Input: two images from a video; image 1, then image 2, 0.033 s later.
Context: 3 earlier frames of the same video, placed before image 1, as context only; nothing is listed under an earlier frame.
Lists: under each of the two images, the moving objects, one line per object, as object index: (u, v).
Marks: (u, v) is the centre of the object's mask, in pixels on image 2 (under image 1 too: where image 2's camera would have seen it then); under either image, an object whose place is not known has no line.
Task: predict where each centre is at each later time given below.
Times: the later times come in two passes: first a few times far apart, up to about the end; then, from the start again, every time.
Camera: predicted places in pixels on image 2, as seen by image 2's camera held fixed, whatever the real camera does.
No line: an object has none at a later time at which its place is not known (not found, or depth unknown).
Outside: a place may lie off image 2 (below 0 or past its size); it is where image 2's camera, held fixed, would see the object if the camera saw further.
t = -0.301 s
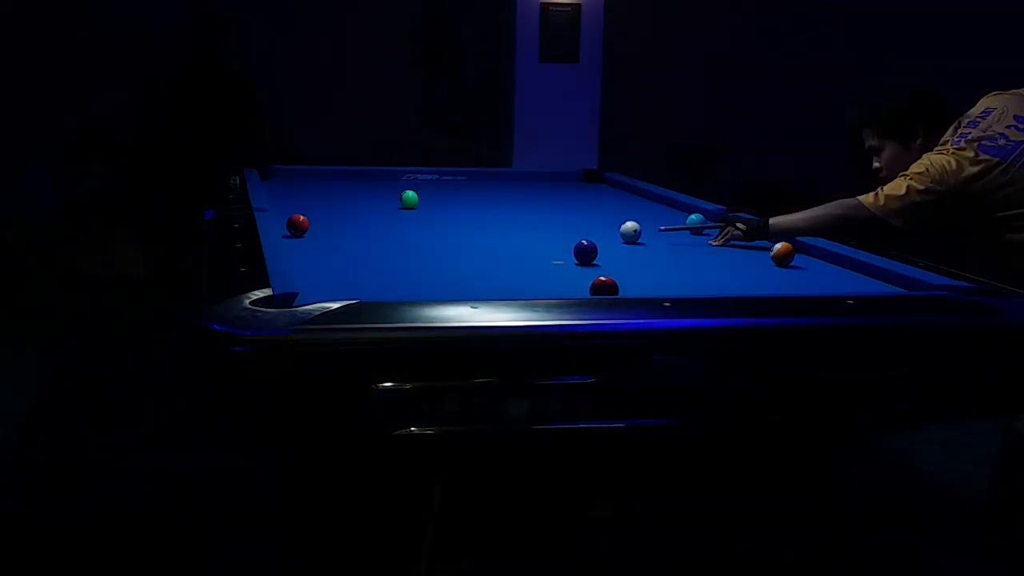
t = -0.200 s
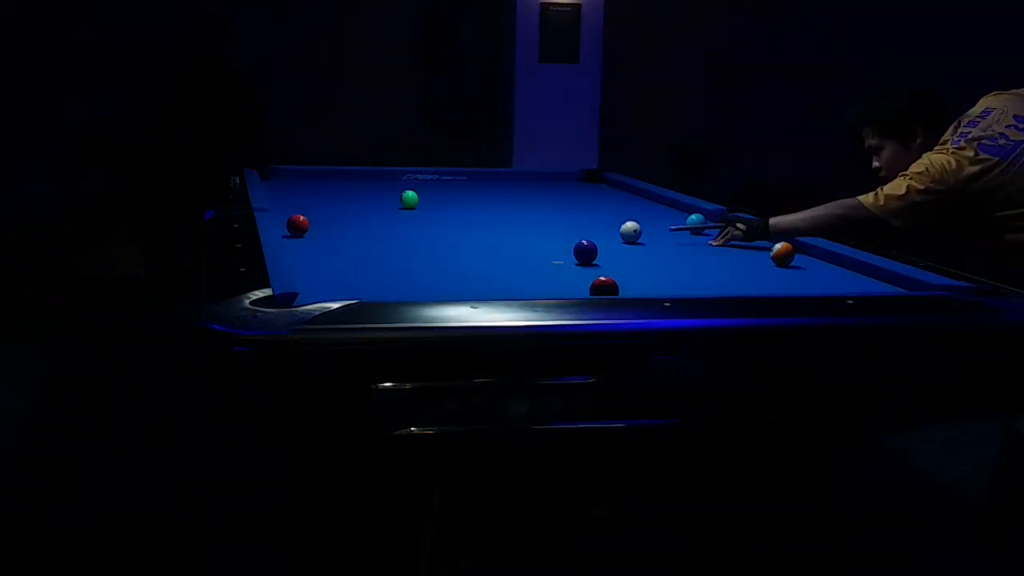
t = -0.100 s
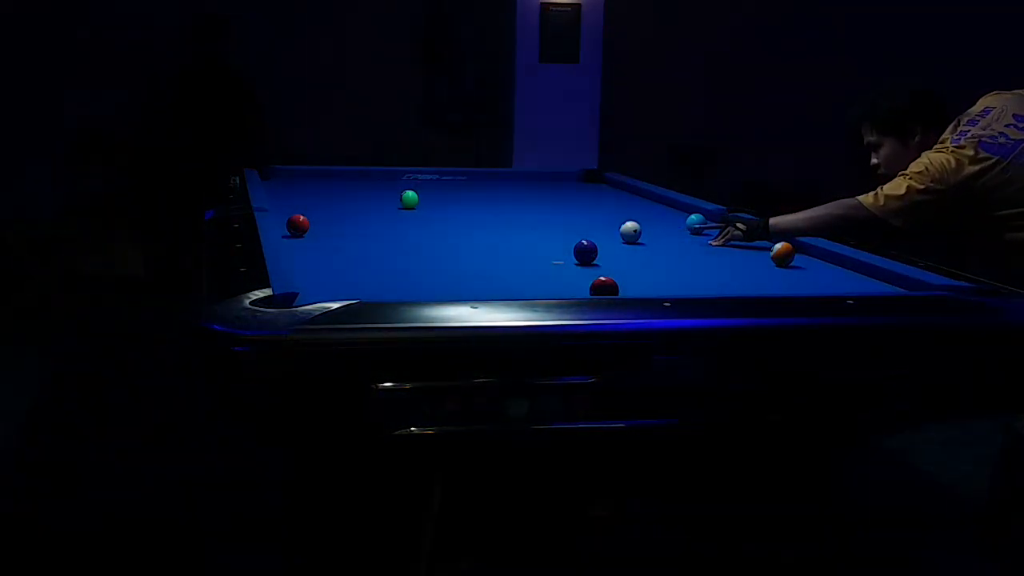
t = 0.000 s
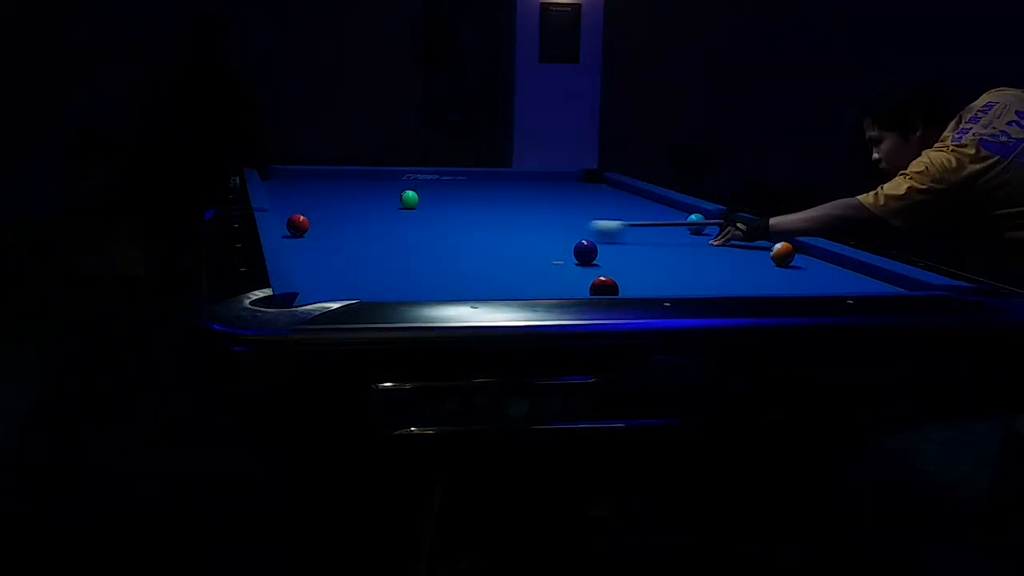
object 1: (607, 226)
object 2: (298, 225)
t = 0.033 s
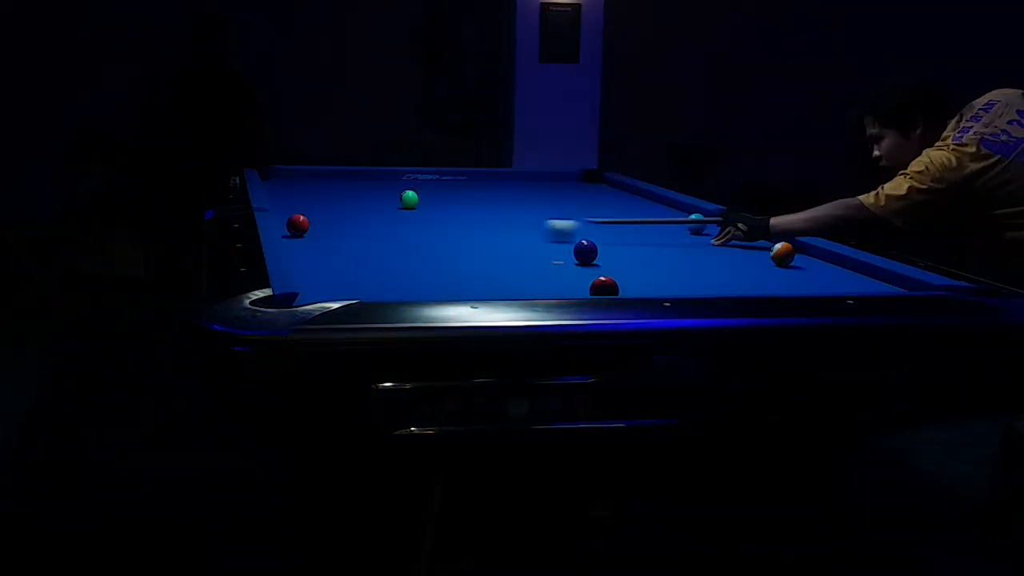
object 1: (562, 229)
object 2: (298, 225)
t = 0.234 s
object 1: (320, 226)
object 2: (287, 224)
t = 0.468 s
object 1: (313, 234)
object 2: (383, 218)
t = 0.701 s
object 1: (308, 239)
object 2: (460, 212)
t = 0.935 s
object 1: (339, 243)
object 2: (527, 207)
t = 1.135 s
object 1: (365, 246)
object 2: (579, 203)
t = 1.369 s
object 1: (394, 249)
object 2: (634, 199)
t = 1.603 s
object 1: (422, 252)
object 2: (632, 196)
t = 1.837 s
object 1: (449, 255)
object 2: (598, 195)
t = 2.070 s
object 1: (474, 258)
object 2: (566, 193)
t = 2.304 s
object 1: (497, 261)
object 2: (534, 192)
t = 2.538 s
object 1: (519, 263)
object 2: (505, 191)
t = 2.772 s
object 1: (539, 265)
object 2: (477, 190)
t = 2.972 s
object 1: (554, 267)
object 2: (455, 189)
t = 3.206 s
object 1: (570, 269)
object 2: (431, 188)
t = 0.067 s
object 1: (518, 229)
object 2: (297, 225)
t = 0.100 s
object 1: (474, 228)
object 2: (298, 225)
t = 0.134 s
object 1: (431, 228)
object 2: (298, 225)
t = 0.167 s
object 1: (388, 227)
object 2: (298, 225)
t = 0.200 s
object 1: (344, 226)
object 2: (298, 225)
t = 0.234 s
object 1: (320, 226)
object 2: (287, 224)
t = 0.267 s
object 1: (318, 228)
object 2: (303, 222)
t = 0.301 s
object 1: (323, 228)
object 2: (320, 217)
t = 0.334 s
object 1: (323, 230)
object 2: (337, 220)
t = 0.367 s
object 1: (323, 231)
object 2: (348, 220)
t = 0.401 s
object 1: (321, 232)
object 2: (359, 220)
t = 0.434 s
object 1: (318, 233)
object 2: (371, 219)
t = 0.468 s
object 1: (313, 234)
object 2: (383, 218)
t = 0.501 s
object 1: (307, 235)
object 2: (394, 218)
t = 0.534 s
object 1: (299, 236)
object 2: (406, 217)
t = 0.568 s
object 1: (292, 237)
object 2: (417, 216)
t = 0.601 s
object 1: (294, 238)
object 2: (428, 215)
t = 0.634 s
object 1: (299, 238)
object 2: (438, 214)
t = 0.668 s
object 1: (303, 239)
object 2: (449, 213)
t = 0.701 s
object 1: (308, 239)
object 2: (460, 212)
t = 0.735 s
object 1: (312, 240)
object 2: (470, 211)
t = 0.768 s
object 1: (317, 240)
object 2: (480, 211)
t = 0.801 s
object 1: (321, 241)
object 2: (489, 210)
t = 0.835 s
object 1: (326, 241)
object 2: (499, 209)
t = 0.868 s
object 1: (330, 242)
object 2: (509, 208)
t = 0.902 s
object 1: (335, 242)
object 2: (518, 208)
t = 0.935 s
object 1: (339, 243)
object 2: (527, 207)
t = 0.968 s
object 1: (343, 243)
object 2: (536, 206)
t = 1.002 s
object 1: (348, 243)
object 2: (545, 206)
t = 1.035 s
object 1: (352, 244)
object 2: (554, 205)
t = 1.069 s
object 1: (357, 245)
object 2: (563, 204)
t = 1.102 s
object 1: (361, 245)
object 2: (571, 204)
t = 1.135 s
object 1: (365, 246)
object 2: (579, 203)
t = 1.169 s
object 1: (369, 246)
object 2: (588, 202)
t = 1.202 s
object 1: (374, 246)
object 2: (596, 202)
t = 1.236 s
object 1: (378, 247)
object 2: (604, 201)
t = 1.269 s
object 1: (382, 248)
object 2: (611, 200)
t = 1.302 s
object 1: (386, 248)
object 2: (619, 200)
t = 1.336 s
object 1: (390, 248)
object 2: (627, 200)
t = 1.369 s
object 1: (394, 249)
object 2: (634, 199)
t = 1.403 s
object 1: (398, 249)
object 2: (641, 198)
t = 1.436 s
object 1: (403, 250)
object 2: (648, 197)
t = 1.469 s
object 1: (407, 250)
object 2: (652, 197)
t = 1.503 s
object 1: (411, 251)
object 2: (648, 197)
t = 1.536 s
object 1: (415, 251)
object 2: (643, 196)
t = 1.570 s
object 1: (419, 251)
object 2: (637, 196)
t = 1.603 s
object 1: (422, 252)
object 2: (632, 196)
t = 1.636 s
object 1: (426, 252)
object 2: (627, 196)
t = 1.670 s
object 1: (430, 253)
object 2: (622, 196)
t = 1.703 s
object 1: (434, 253)
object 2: (618, 195)
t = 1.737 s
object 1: (438, 254)
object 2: (613, 195)
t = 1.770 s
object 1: (442, 254)
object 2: (608, 195)
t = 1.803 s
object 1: (445, 255)
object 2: (603, 195)
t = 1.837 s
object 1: (449, 255)
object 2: (598, 195)
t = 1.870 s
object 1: (453, 256)
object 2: (594, 194)
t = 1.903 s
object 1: (456, 256)
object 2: (589, 194)
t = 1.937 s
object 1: (460, 256)
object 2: (584, 194)
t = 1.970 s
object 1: (463, 257)
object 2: (580, 194)
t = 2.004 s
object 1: (467, 257)
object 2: (575, 193)
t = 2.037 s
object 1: (471, 258)
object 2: (570, 193)
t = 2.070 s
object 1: (474, 258)
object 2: (566, 193)
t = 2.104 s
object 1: (477, 258)
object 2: (561, 193)
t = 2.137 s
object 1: (481, 259)
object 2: (556, 193)
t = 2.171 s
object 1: (484, 259)
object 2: (552, 192)
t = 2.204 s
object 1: (487, 259)
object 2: (548, 192)
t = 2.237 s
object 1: (491, 260)
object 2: (543, 192)
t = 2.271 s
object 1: (494, 260)
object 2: (539, 192)
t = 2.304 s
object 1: (497, 261)
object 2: (534, 192)
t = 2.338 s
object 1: (500, 261)
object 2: (530, 192)
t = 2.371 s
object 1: (503, 261)
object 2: (526, 192)
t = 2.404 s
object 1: (507, 262)
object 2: (521, 191)
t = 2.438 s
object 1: (510, 262)
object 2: (517, 191)
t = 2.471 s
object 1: (513, 262)
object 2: (513, 191)
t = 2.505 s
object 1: (516, 263)
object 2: (509, 191)
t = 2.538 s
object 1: (519, 263)
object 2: (505, 191)
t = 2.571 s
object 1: (522, 263)
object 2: (501, 191)
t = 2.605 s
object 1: (525, 264)
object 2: (497, 190)
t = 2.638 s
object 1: (528, 264)
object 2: (493, 190)
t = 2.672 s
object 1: (530, 264)
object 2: (489, 190)
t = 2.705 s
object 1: (533, 265)
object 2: (485, 190)
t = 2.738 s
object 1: (536, 265)
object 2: (481, 190)
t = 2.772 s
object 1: (539, 265)
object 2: (477, 190)
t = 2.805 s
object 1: (541, 266)
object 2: (473, 189)
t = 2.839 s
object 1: (544, 266)
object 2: (470, 189)
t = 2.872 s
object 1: (547, 266)
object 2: (466, 189)
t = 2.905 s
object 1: (549, 267)
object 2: (462, 189)
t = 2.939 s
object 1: (552, 267)
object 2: (459, 189)
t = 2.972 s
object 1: (554, 267)
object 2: (455, 189)
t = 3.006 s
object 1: (556, 268)
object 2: (452, 189)
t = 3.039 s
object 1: (559, 268)
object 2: (448, 189)
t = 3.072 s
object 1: (561, 268)
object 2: (444, 188)
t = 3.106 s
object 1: (564, 268)
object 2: (441, 188)
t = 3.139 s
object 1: (566, 269)
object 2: (437, 188)
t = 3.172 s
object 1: (568, 269)
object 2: (434, 188)
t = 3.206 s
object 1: (570, 269)
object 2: (431, 188)
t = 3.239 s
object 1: (573, 269)
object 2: (427, 188)
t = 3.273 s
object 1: (575, 270)
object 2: (424, 187)
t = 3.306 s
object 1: (577, 270)
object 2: (421, 187)
